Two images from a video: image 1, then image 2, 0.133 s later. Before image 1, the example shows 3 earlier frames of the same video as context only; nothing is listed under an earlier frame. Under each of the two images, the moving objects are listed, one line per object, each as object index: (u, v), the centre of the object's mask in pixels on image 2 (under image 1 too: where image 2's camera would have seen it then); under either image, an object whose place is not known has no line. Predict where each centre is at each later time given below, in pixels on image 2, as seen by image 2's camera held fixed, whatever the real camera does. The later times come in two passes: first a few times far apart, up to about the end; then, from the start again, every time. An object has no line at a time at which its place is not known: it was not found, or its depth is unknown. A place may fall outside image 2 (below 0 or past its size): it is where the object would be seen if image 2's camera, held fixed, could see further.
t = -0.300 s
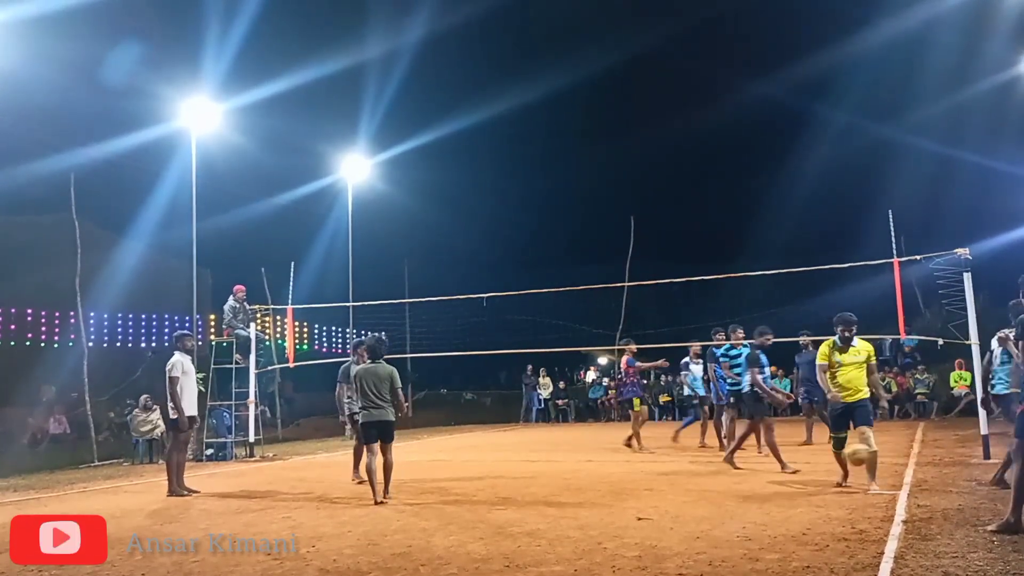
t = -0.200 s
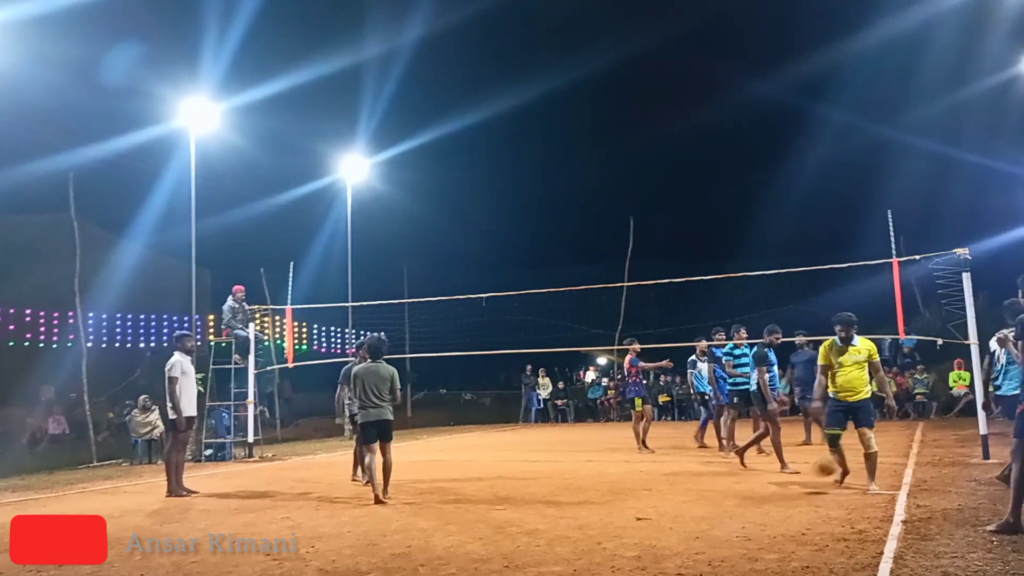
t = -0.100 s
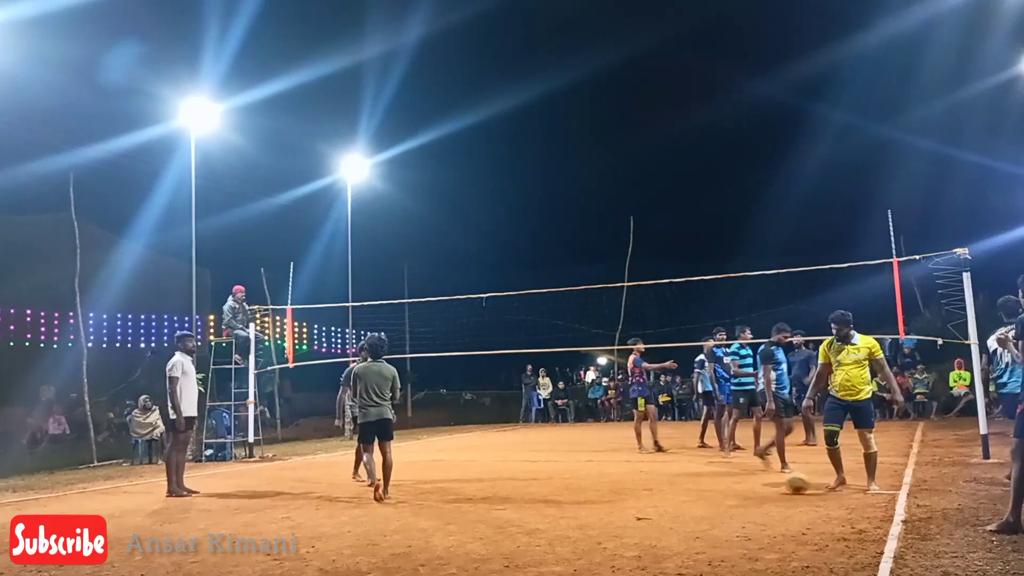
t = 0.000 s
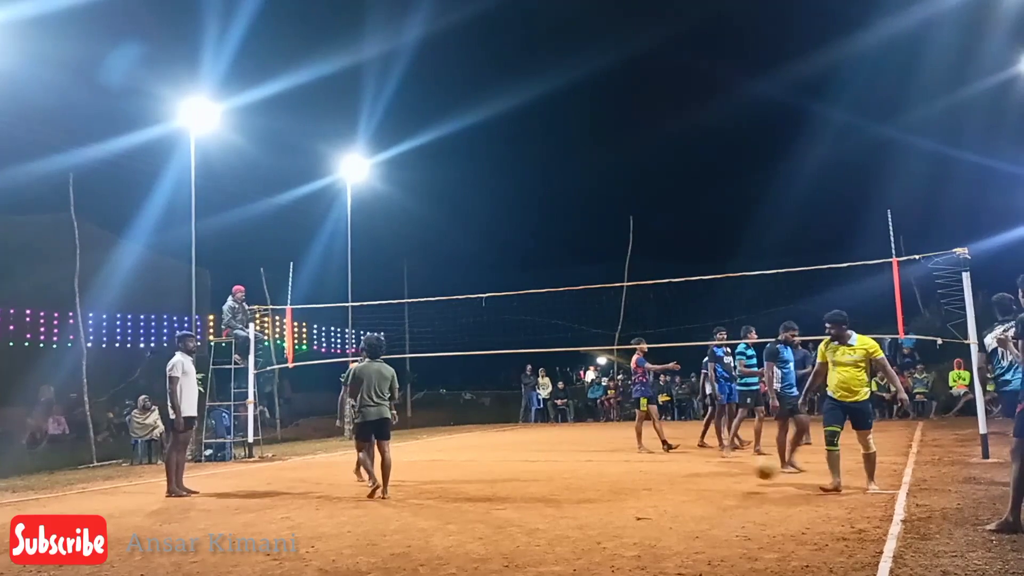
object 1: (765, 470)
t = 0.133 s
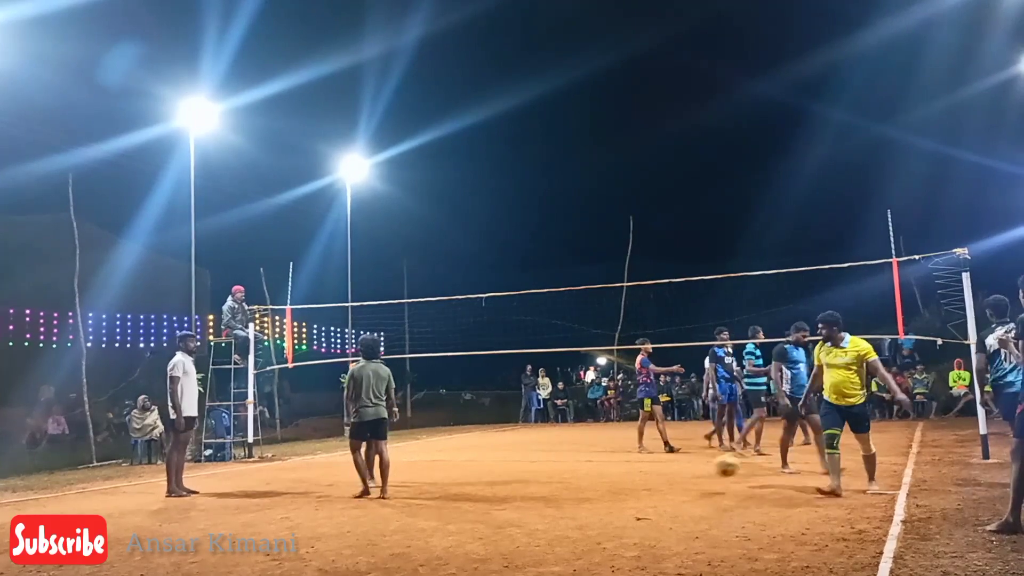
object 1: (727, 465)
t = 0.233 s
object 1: (697, 479)
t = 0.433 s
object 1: (640, 471)
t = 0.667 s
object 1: (579, 483)
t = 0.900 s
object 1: (521, 481)
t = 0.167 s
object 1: (717, 468)
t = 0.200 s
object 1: (707, 473)
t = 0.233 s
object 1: (697, 479)
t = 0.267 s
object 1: (688, 484)
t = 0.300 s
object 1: (680, 483)
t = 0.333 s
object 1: (671, 478)
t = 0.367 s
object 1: (660, 475)
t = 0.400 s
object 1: (651, 471)
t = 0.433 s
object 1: (640, 471)
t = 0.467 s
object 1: (632, 472)
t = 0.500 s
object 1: (623, 473)
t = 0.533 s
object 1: (614, 473)
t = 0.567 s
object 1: (605, 477)
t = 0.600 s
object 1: (597, 481)
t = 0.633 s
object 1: (589, 485)
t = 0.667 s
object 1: (579, 483)
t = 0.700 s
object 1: (571, 481)
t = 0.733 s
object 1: (562, 479)
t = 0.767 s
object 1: (554, 476)
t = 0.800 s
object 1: (546, 475)
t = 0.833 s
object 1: (539, 476)
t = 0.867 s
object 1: (531, 478)
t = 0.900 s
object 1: (521, 481)
